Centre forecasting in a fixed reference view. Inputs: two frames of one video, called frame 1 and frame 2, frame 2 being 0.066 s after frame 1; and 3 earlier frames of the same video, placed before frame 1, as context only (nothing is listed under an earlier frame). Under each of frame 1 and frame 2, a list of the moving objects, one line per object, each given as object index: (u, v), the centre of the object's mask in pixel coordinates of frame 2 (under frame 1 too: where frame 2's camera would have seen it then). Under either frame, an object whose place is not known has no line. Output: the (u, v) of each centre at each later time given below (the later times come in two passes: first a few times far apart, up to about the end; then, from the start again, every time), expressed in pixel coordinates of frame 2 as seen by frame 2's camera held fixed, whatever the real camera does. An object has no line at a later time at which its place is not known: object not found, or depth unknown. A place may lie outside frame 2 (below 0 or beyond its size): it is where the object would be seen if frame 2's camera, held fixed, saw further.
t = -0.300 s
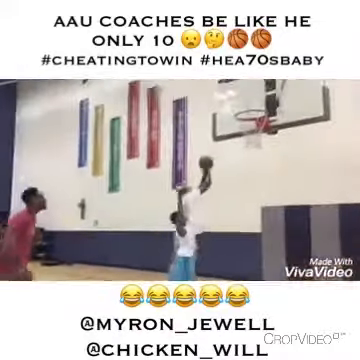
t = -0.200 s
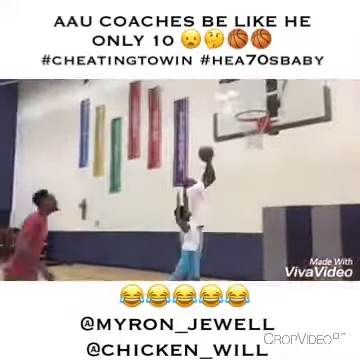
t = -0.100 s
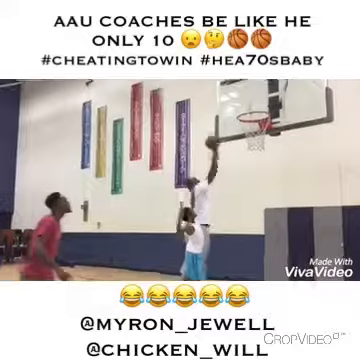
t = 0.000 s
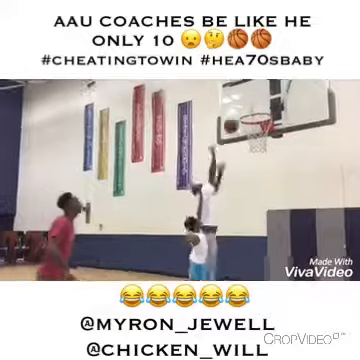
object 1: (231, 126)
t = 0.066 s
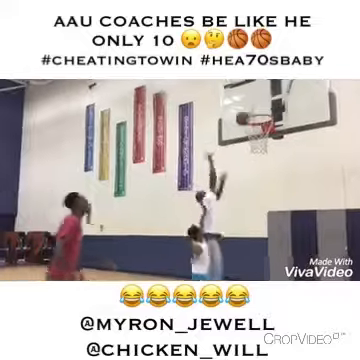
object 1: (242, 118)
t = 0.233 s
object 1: (250, 111)
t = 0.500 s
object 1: (263, 132)
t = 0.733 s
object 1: (271, 143)
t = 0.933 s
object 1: (271, 169)
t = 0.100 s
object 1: (247, 114)
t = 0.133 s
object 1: (248, 113)
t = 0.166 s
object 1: (249, 112)
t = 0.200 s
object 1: (250, 111)
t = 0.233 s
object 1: (250, 111)
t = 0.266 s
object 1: (252, 111)
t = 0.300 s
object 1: (252, 112)
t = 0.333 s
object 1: (253, 114)
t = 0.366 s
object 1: (255, 118)
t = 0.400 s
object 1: (258, 119)
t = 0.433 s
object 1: (261, 122)
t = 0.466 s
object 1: (264, 125)
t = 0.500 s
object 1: (263, 132)
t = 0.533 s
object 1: (266, 134)
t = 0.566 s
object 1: (273, 138)
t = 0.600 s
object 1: (272, 139)
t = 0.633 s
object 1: (272, 139)
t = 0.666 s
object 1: (271, 141)
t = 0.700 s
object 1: (272, 141)
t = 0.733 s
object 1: (271, 143)
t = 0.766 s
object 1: (270, 144)
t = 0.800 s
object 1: (271, 149)
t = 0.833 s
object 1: (270, 153)
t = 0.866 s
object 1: (270, 158)
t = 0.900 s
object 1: (270, 163)
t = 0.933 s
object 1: (271, 169)
